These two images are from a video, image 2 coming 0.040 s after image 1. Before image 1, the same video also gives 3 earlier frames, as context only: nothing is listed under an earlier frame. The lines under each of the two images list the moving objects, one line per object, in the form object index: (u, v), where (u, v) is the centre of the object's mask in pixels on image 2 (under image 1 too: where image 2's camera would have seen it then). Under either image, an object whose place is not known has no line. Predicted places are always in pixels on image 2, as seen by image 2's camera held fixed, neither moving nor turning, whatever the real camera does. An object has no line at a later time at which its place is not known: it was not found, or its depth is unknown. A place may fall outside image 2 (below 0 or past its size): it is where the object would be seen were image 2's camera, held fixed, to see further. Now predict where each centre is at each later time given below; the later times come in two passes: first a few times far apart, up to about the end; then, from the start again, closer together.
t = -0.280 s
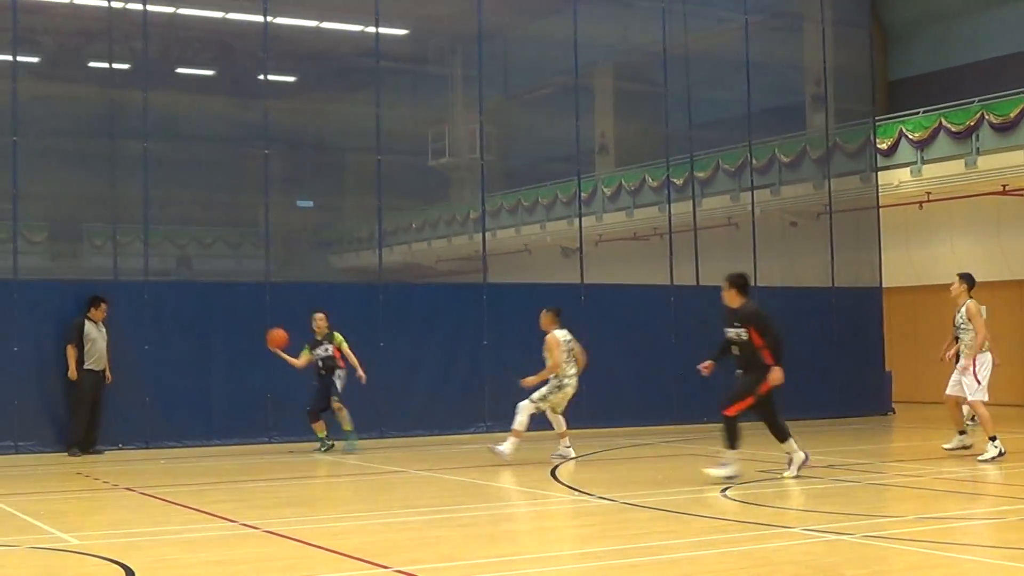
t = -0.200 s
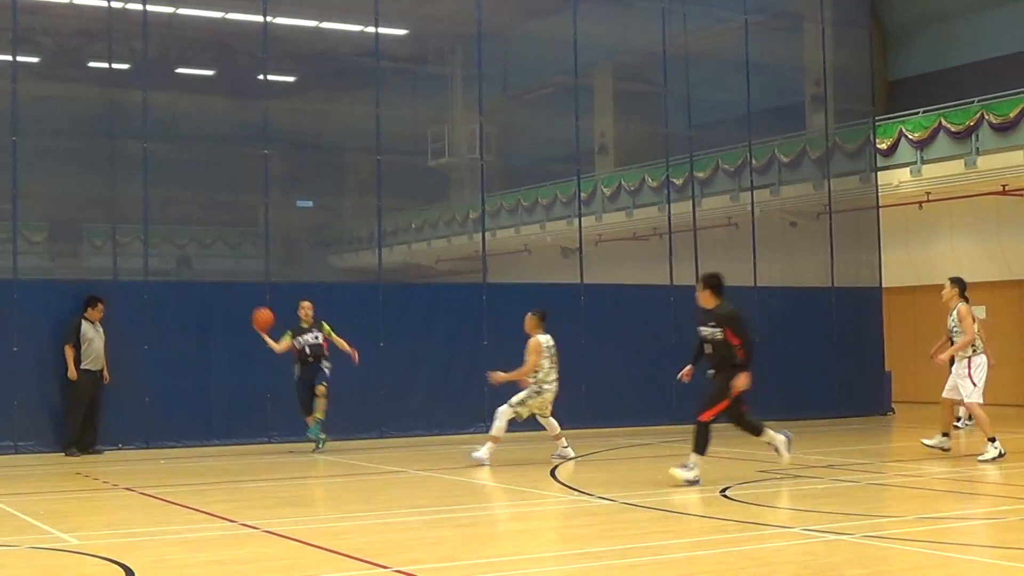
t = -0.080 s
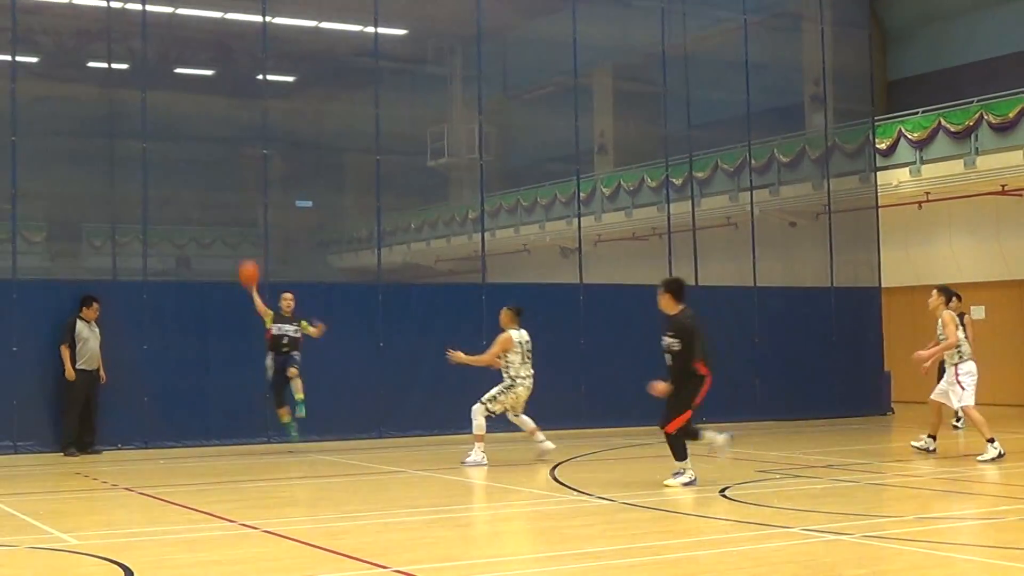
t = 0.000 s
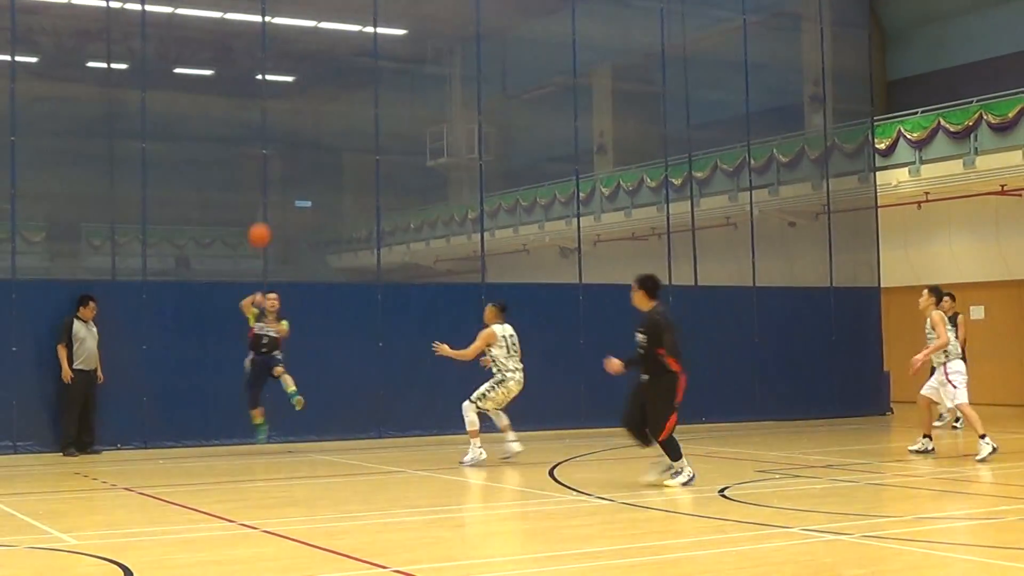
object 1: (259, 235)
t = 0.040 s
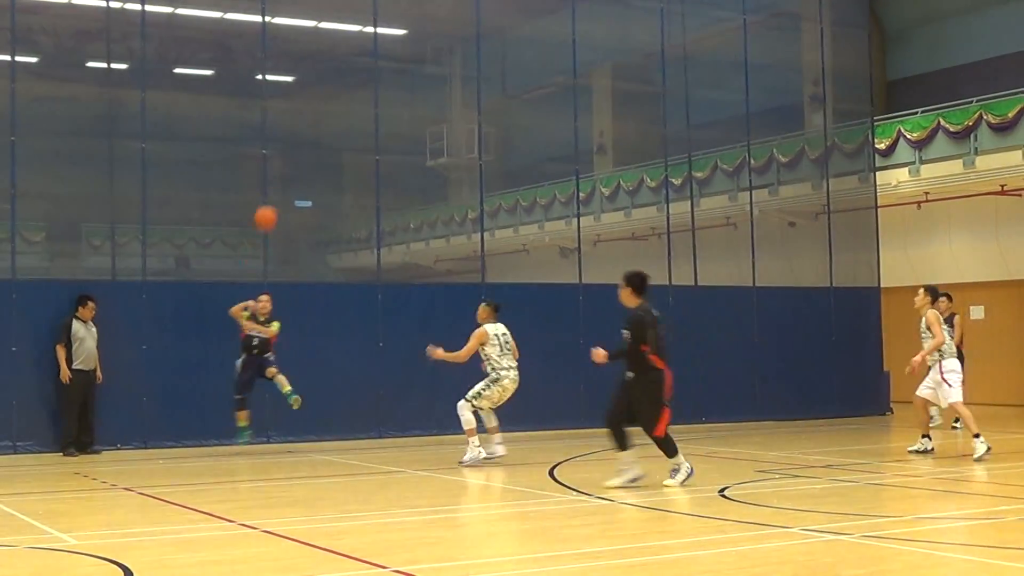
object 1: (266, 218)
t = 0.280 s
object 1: (311, 134)
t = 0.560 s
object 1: (380, 88)
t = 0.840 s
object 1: (480, 134)
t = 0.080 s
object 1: (272, 202)
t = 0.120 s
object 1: (279, 186)
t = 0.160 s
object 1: (287, 172)
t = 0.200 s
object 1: (295, 158)
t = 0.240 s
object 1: (303, 145)
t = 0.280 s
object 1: (311, 134)
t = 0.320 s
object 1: (319, 123)
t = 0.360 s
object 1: (329, 113)
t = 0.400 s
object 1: (338, 106)
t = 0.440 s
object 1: (348, 99)
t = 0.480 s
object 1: (358, 94)
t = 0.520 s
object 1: (369, 91)
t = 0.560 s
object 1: (380, 88)
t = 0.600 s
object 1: (392, 88)
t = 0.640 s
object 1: (404, 90)
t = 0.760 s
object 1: (447, 109)
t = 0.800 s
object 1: (463, 119)
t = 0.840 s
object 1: (480, 134)
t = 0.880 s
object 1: (498, 152)
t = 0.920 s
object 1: (516, 172)
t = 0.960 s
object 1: (538, 198)
